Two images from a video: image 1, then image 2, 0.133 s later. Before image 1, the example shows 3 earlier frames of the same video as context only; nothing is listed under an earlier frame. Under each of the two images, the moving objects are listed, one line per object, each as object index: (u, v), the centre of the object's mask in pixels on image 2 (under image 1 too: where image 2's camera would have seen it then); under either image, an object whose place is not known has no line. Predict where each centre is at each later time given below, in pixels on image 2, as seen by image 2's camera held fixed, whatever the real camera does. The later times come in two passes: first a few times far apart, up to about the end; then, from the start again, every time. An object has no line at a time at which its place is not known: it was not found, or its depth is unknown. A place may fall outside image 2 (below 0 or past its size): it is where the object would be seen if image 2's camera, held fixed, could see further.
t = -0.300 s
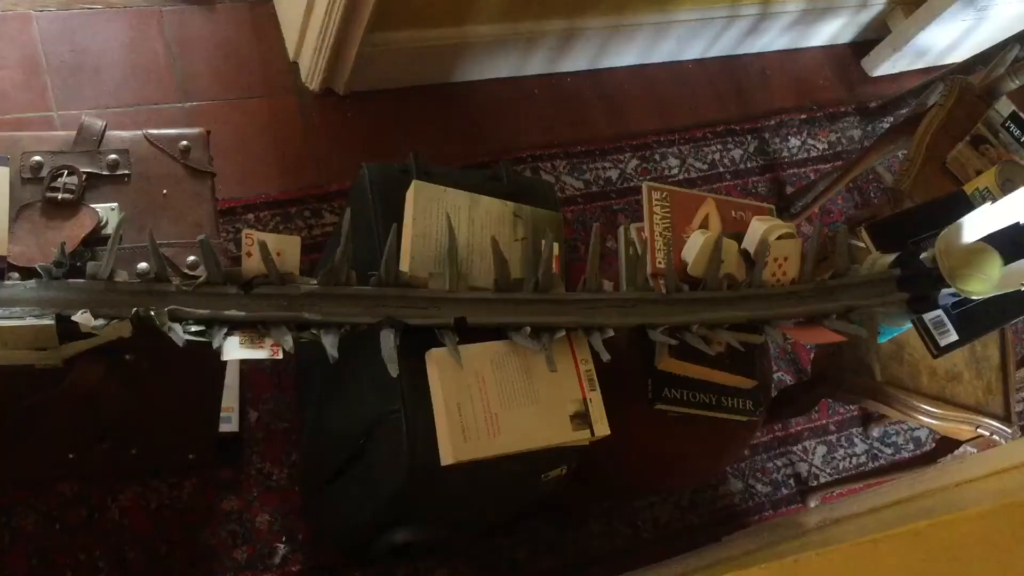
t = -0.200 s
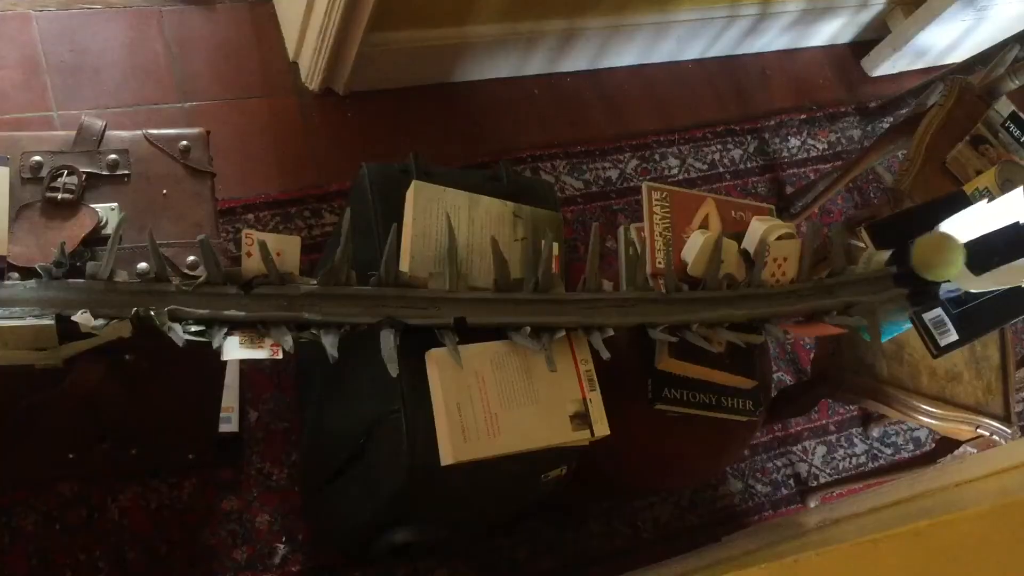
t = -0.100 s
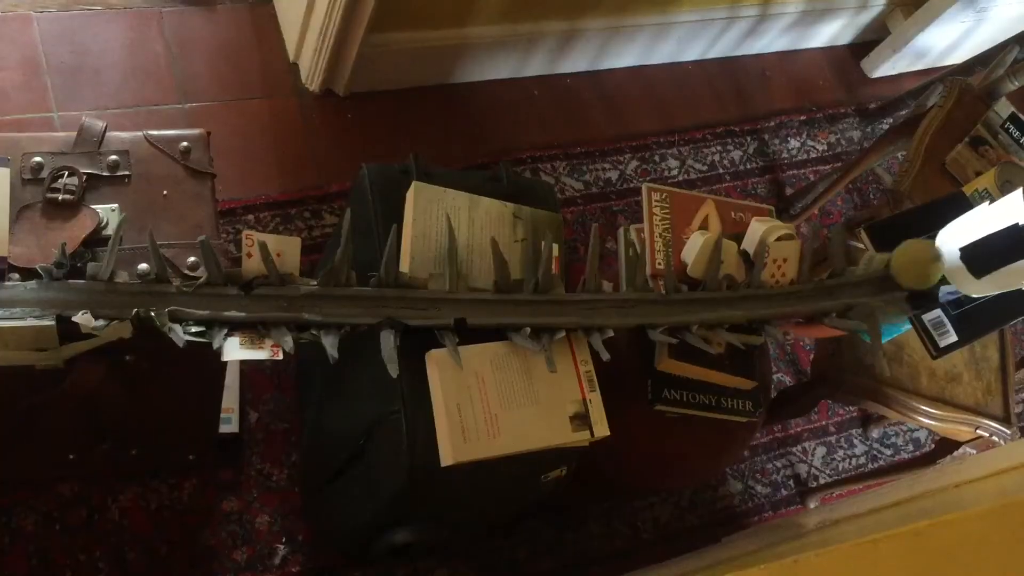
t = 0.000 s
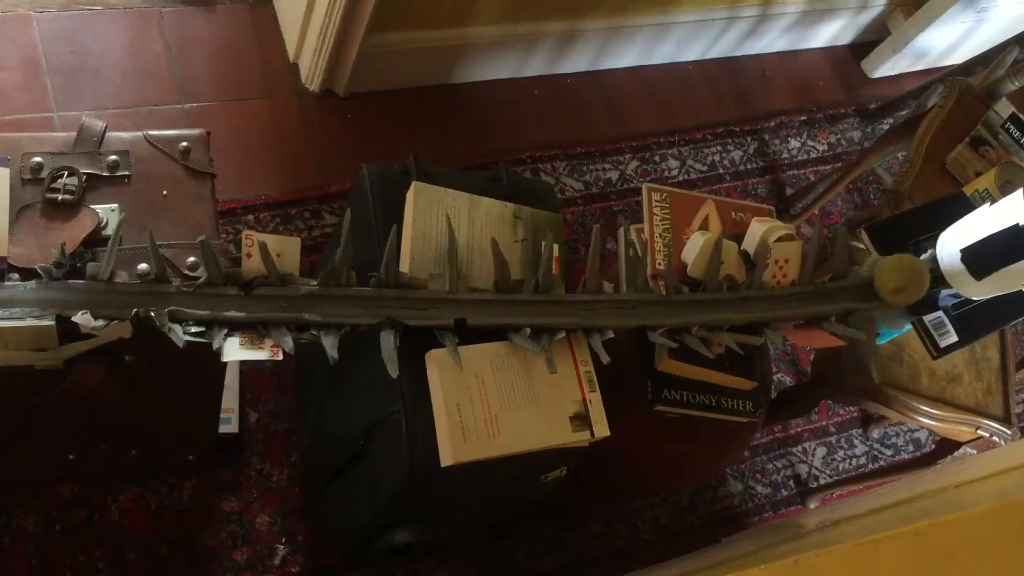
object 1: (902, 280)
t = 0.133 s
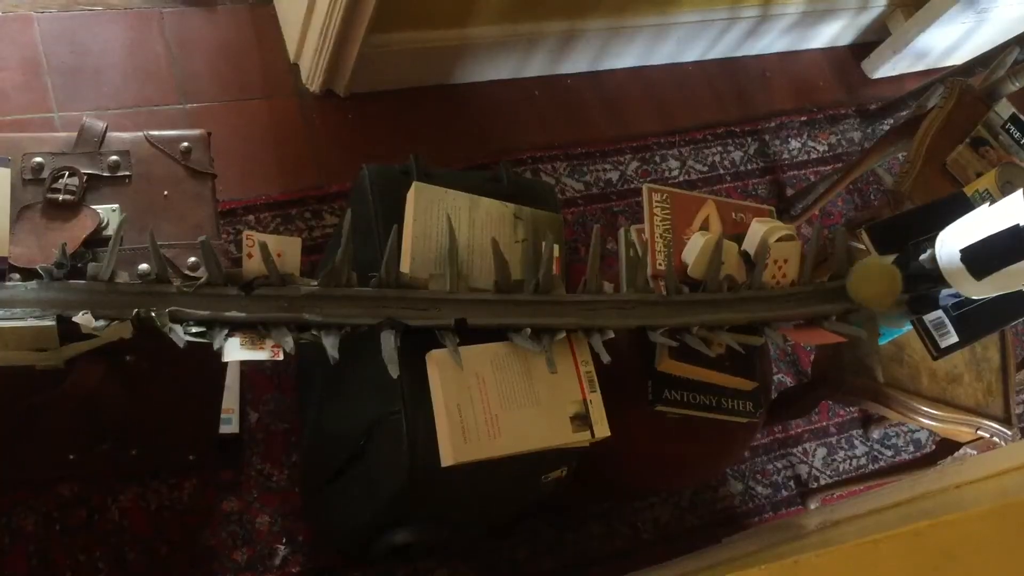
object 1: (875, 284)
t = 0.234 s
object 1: (855, 283)
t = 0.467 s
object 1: (799, 284)
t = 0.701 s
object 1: (745, 291)
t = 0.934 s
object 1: (695, 289)
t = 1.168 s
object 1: (642, 297)
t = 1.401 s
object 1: (582, 295)
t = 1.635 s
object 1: (506, 295)
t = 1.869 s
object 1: (404, 306)
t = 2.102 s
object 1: (272, 293)
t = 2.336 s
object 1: (151, 288)
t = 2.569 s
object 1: (37, 290)
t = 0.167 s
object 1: (868, 283)
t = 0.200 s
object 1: (862, 283)
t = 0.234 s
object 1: (855, 283)
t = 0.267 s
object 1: (848, 282)
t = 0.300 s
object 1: (840, 282)
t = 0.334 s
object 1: (832, 281)
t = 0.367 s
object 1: (824, 282)
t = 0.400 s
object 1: (816, 283)
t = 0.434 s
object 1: (808, 283)
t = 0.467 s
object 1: (799, 284)
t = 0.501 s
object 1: (792, 287)
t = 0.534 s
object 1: (784, 288)
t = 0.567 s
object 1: (776, 289)
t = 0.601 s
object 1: (769, 290)
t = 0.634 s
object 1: (762, 291)
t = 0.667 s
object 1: (754, 291)
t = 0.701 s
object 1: (745, 291)
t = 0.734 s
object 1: (736, 289)
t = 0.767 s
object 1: (728, 286)
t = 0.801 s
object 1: (721, 285)
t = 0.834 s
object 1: (715, 285)
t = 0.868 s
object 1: (708, 287)
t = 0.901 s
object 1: (702, 288)
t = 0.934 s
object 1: (695, 289)
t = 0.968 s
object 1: (687, 291)
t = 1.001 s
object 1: (680, 293)
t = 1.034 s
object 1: (673, 297)
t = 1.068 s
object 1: (665, 299)
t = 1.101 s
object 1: (658, 299)
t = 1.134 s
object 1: (650, 297)
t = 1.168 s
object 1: (642, 297)
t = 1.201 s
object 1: (635, 297)
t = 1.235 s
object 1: (627, 300)
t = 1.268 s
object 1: (620, 300)
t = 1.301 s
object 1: (611, 300)
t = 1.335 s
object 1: (601, 298)
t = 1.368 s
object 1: (591, 297)
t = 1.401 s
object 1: (582, 295)
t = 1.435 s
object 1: (572, 294)
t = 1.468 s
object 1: (562, 294)
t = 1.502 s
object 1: (551, 294)
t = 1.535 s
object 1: (541, 296)
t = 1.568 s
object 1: (531, 297)
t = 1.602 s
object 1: (519, 297)
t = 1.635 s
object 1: (506, 295)
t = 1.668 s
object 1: (493, 294)
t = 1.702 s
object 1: (479, 295)
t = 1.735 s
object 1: (465, 296)
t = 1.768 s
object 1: (452, 297)
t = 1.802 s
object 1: (437, 298)
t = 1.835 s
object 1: (421, 303)
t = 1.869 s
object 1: (404, 306)
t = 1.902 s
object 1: (387, 306)
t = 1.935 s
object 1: (369, 308)
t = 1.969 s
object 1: (350, 308)
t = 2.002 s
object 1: (329, 306)
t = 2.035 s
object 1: (310, 303)
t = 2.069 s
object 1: (291, 297)
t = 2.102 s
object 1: (272, 293)
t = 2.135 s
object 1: (255, 290)
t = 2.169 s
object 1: (236, 288)
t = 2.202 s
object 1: (219, 284)
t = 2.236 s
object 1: (204, 286)
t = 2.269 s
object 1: (187, 288)
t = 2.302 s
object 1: (169, 288)
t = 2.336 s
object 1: (151, 288)
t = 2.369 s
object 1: (133, 287)
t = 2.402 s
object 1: (116, 287)
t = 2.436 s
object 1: (97, 291)
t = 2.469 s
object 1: (80, 296)
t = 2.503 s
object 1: (64, 298)
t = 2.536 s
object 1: (49, 295)
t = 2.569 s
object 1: (37, 290)
